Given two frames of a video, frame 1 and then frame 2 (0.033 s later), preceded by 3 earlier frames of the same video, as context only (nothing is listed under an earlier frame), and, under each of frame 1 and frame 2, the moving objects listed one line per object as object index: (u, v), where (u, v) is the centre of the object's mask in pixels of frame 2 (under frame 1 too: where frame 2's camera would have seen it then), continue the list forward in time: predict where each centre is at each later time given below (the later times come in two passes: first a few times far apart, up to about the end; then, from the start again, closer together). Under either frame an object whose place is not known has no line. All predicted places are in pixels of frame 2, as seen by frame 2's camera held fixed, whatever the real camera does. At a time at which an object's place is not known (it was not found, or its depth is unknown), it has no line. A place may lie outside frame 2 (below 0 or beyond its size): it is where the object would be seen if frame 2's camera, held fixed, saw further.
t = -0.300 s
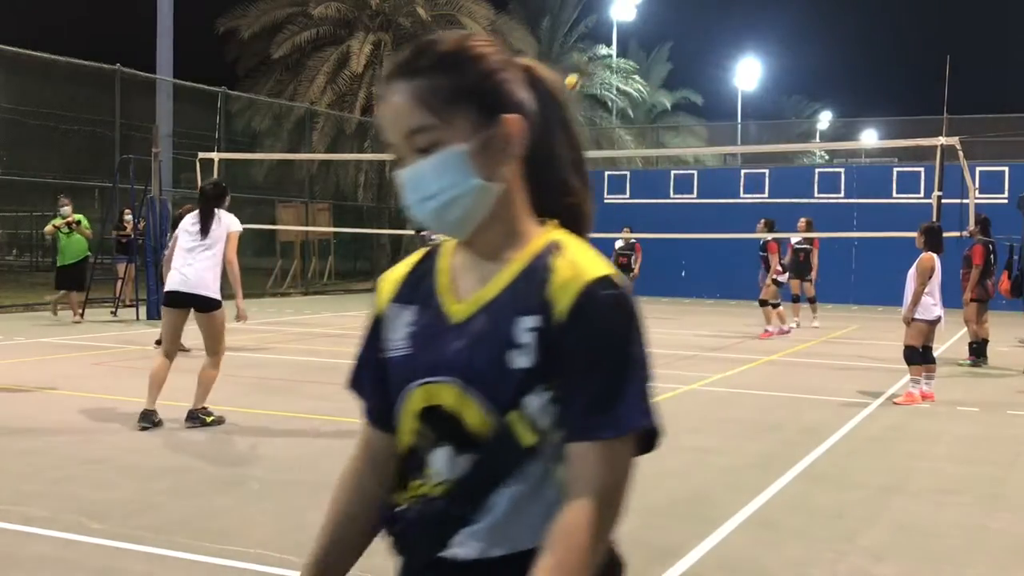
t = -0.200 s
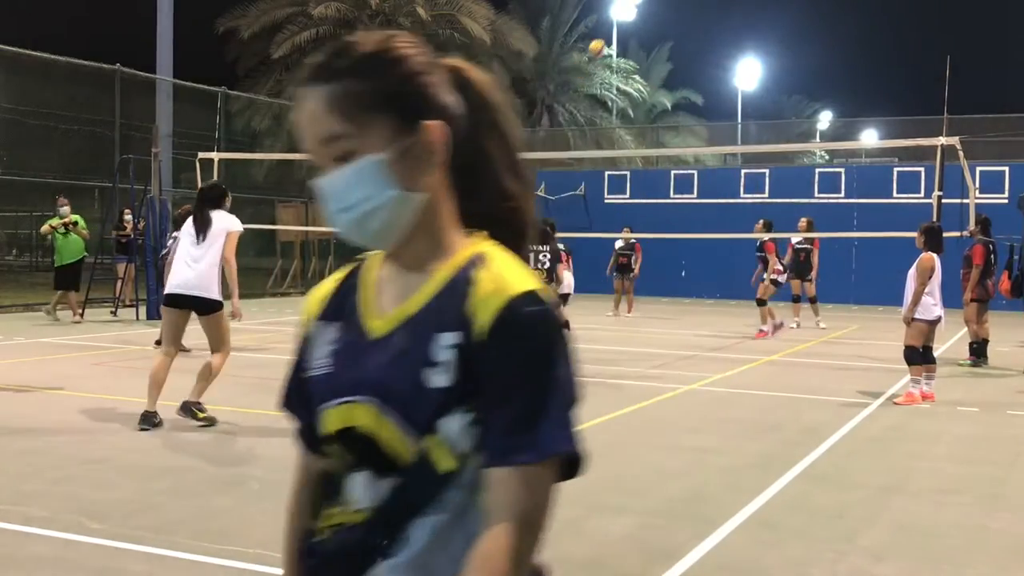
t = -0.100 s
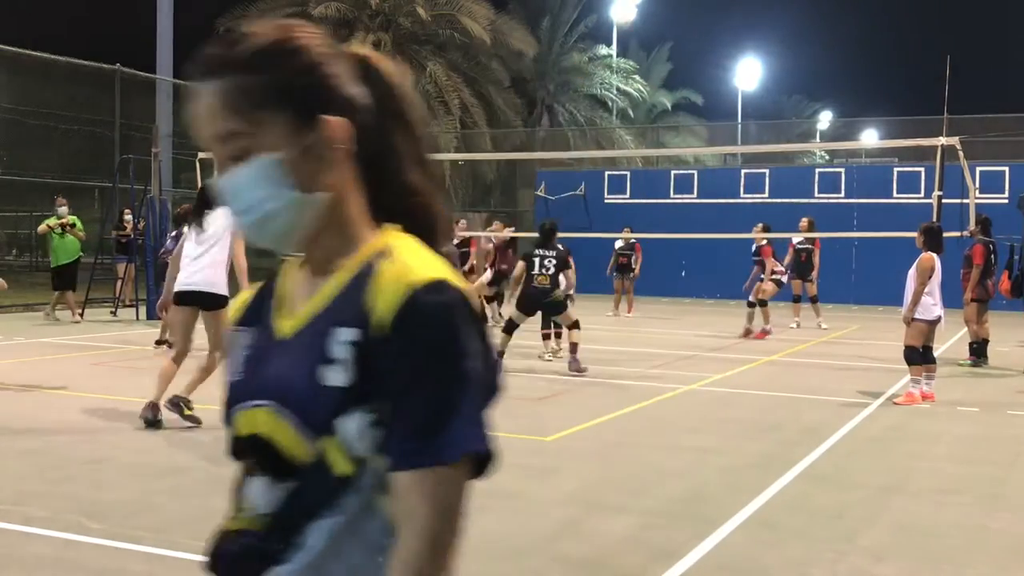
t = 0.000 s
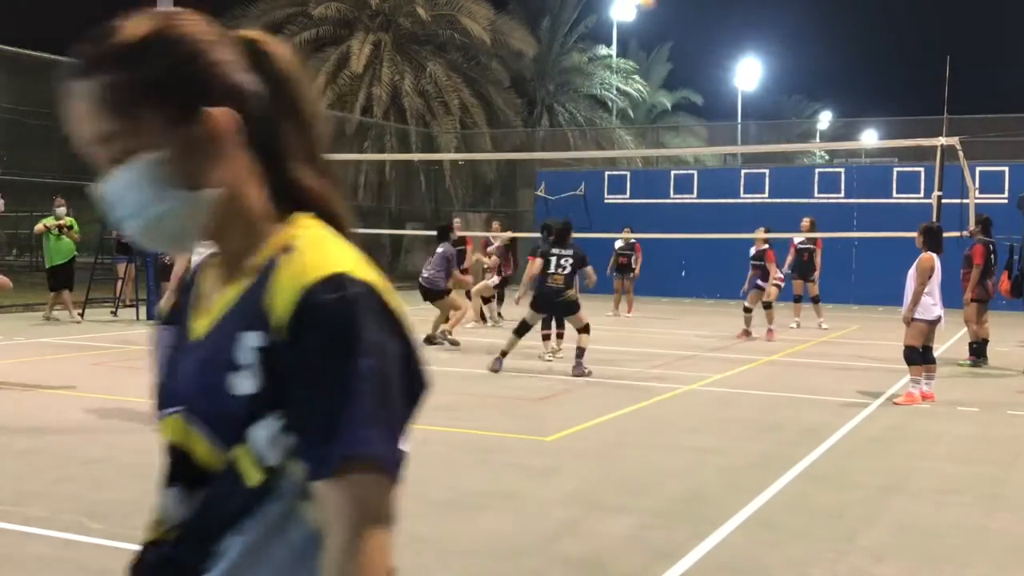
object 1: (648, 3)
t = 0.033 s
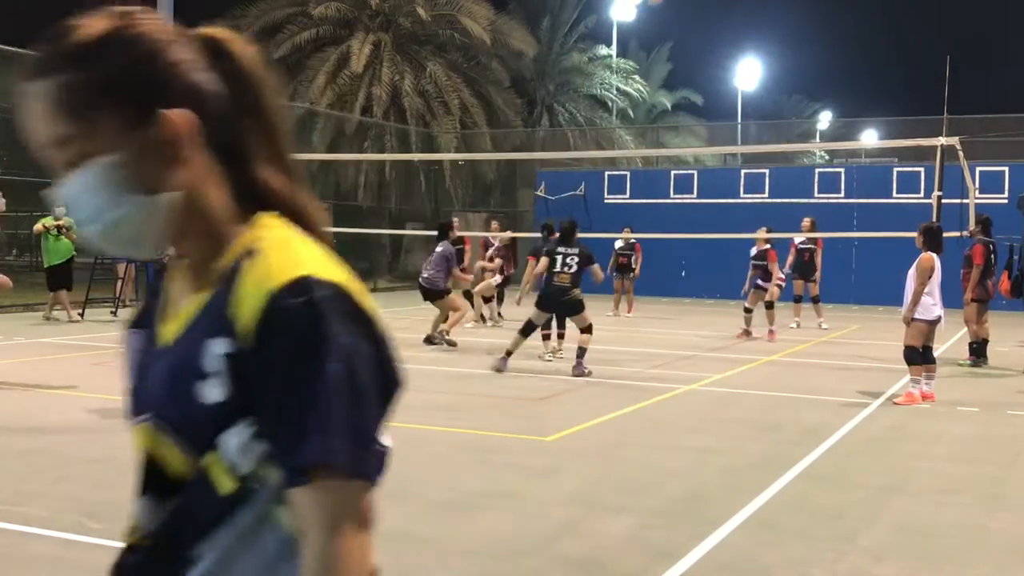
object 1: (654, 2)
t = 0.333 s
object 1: (729, 1)
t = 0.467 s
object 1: (763, 14)
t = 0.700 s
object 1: (819, 88)
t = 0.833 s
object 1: (852, 154)
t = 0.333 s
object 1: (729, 1)
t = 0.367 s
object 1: (738, 3)
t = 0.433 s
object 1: (755, 8)
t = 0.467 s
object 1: (763, 14)
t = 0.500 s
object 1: (771, 22)
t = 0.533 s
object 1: (779, 31)
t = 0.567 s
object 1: (787, 40)
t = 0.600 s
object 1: (795, 51)
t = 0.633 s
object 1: (803, 63)
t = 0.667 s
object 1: (811, 75)
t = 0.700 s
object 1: (819, 88)
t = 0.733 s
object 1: (828, 101)
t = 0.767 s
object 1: (836, 115)
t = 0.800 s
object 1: (843, 132)
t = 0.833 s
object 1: (852, 154)
